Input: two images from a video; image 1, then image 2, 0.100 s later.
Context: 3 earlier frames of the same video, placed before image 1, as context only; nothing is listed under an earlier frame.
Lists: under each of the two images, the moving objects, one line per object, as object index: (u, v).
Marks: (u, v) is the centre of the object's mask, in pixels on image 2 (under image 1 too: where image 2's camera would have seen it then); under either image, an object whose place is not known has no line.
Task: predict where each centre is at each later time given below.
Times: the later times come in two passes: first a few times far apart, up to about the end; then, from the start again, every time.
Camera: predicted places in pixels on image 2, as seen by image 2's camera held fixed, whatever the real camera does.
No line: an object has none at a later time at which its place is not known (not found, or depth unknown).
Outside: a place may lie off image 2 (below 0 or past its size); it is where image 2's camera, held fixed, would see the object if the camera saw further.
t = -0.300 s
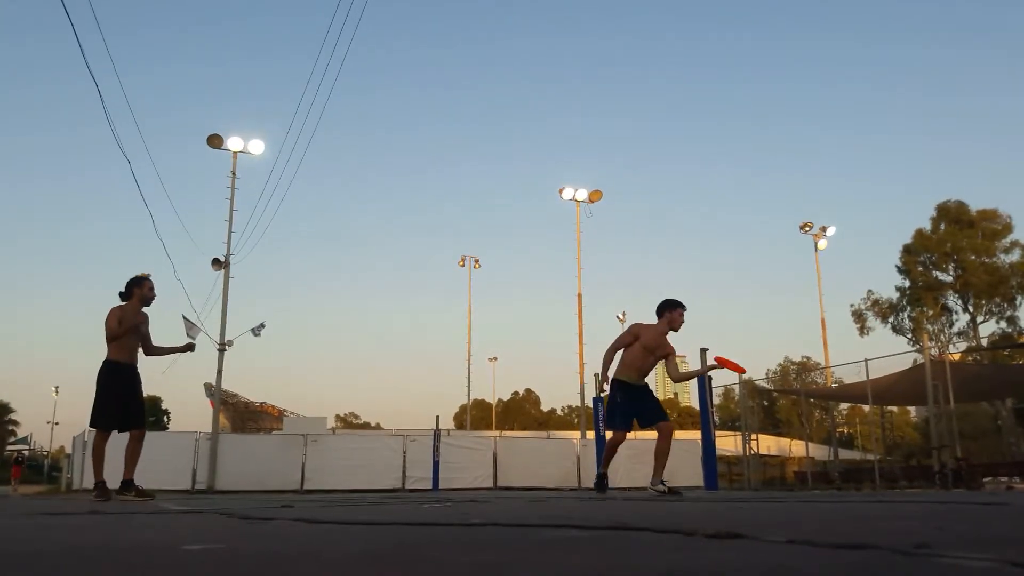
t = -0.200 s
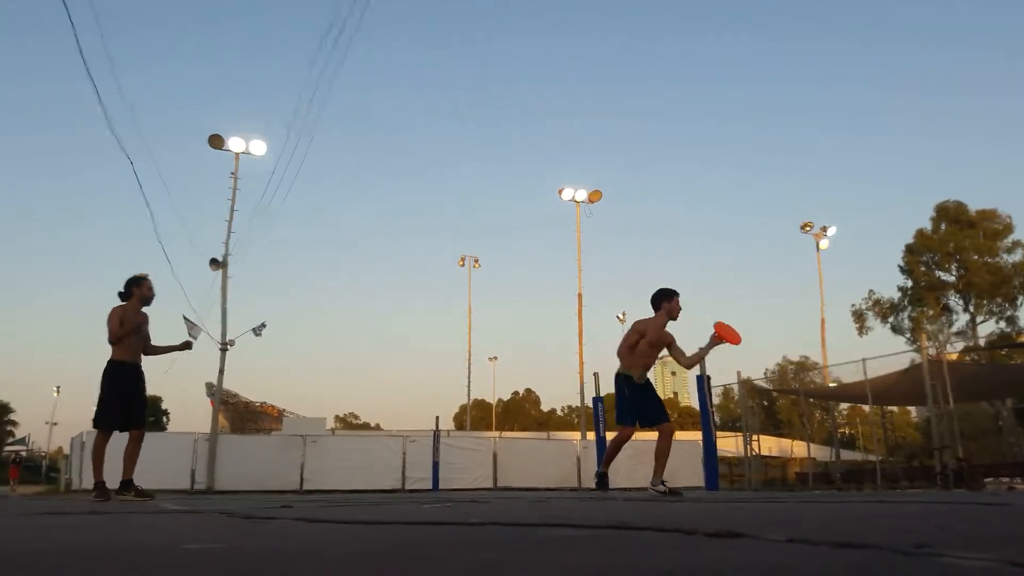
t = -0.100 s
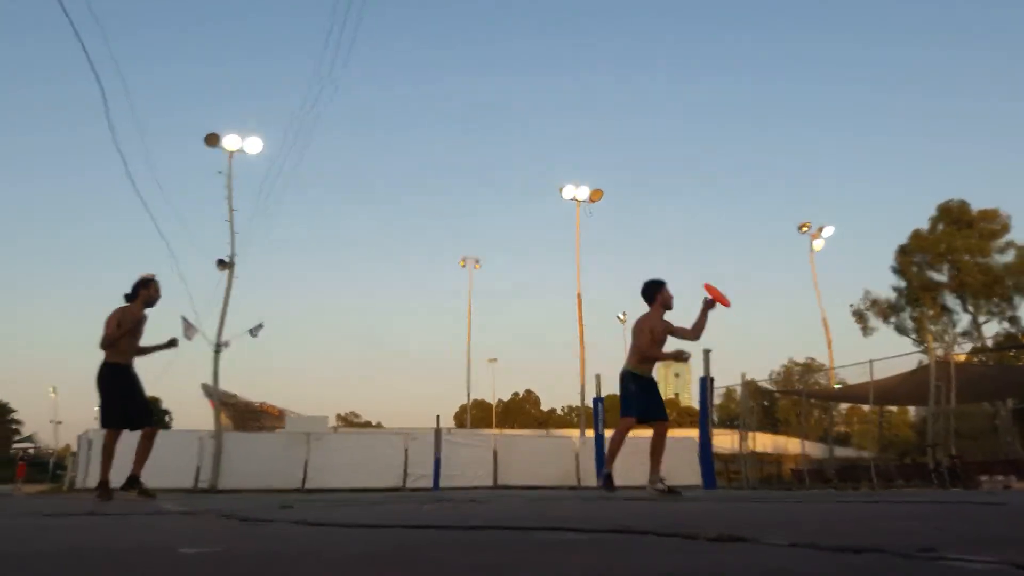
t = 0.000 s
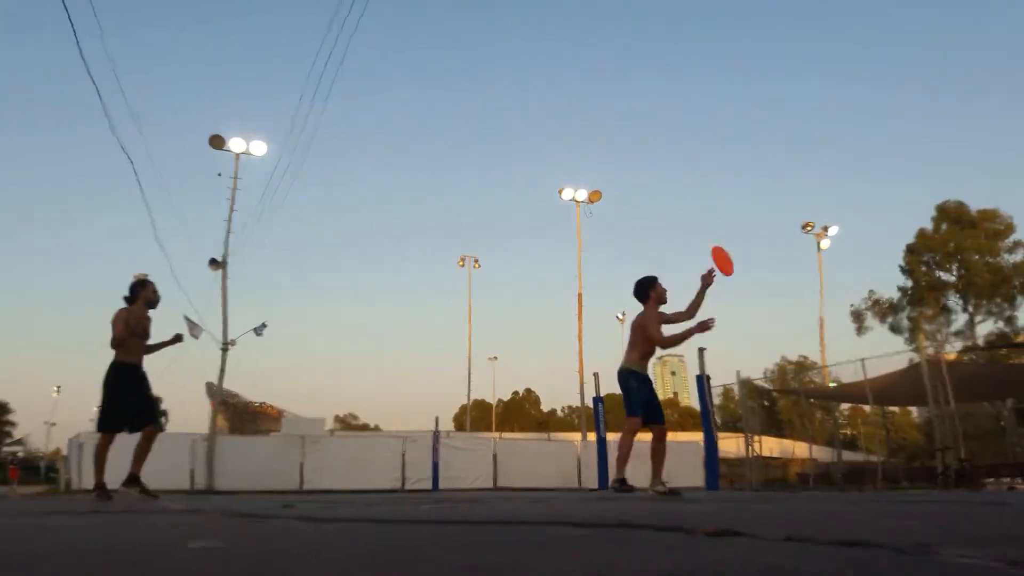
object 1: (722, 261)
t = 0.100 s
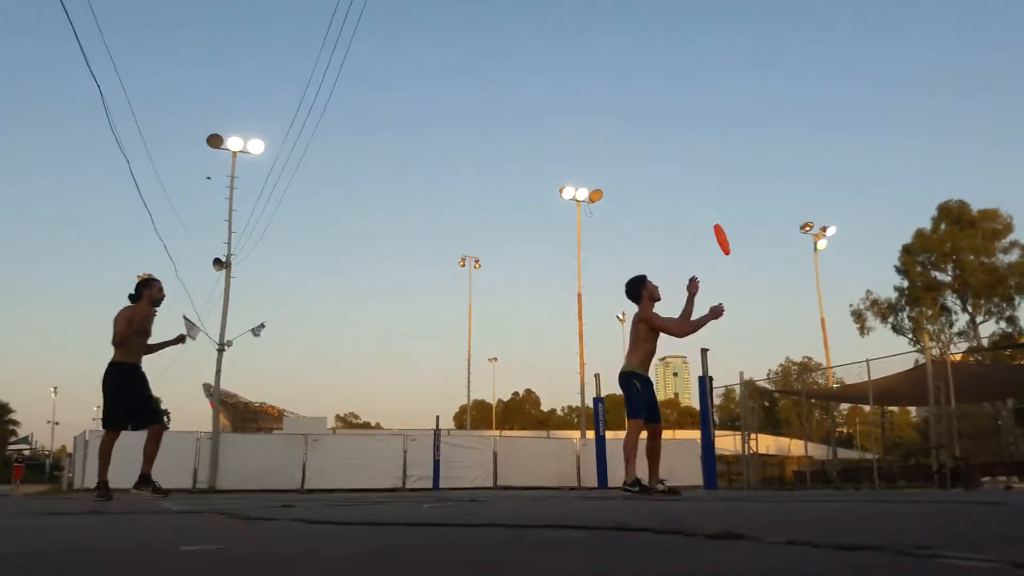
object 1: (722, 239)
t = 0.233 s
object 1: (723, 229)
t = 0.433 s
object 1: (726, 257)
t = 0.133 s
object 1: (723, 235)
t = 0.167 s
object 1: (723, 232)
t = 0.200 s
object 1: (723, 230)
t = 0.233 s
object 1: (723, 229)
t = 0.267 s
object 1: (724, 230)
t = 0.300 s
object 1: (725, 233)
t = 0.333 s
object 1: (727, 237)
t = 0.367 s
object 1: (727, 242)
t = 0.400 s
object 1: (727, 248)
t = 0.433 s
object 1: (726, 257)
